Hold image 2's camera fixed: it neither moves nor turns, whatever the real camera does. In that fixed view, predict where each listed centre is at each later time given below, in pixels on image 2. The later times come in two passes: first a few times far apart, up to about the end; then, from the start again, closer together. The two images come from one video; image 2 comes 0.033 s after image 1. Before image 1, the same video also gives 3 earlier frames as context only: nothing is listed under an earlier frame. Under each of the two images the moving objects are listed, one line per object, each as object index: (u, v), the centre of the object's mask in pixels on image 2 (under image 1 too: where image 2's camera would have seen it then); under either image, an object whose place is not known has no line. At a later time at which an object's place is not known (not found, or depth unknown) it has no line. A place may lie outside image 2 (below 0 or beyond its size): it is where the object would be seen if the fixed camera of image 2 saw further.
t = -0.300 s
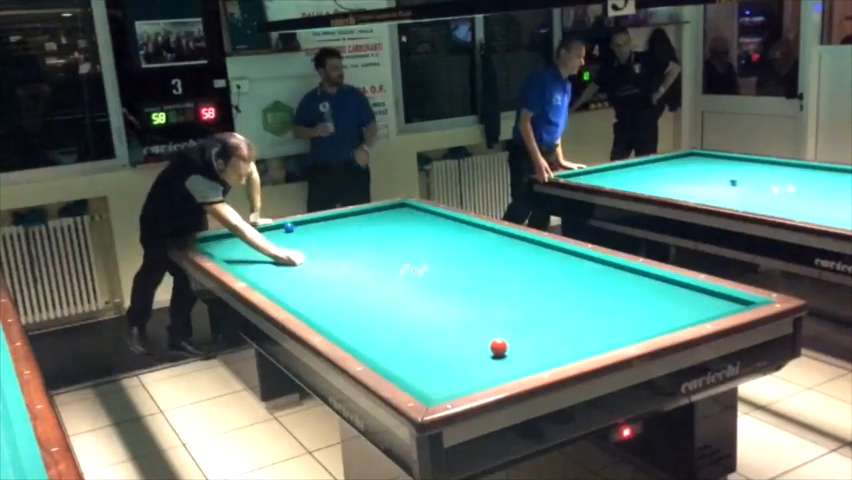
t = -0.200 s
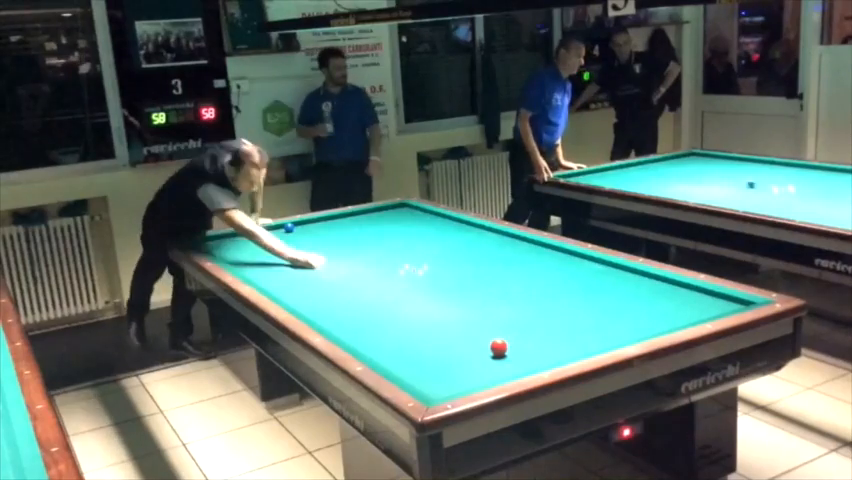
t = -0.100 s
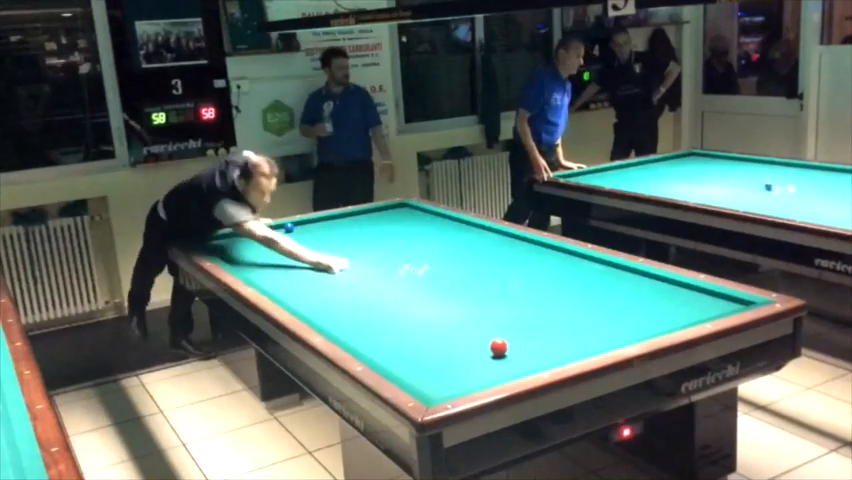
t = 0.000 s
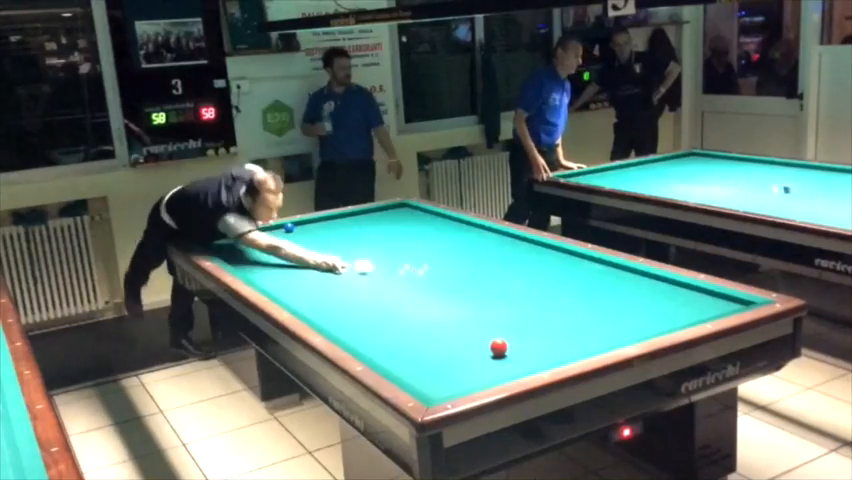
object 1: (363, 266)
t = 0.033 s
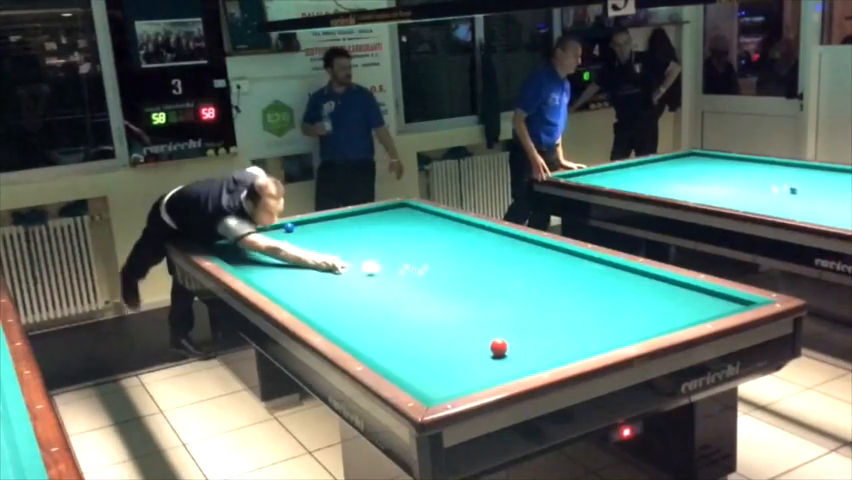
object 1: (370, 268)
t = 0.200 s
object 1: (406, 273)
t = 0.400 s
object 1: (446, 279)
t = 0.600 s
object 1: (490, 285)
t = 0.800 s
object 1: (536, 292)
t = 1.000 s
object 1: (585, 298)
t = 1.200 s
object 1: (639, 306)
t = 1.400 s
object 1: (695, 313)
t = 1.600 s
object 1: (688, 305)
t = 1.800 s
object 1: (677, 295)
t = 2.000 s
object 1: (669, 286)
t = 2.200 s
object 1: (657, 279)
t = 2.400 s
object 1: (637, 276)
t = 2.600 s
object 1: (617, 273)
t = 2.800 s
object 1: (599, 270)
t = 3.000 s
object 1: (580, 267)
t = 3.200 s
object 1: (564, 264)
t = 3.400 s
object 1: (547, 263)
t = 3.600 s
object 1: (532, 260)
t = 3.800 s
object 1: (518, 258)
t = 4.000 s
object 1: (504, 256)
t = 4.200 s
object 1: (491, 254)
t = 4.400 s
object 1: (478, 253)
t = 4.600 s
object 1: (466, 251)
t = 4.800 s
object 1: (454, 249)
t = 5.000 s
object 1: (443, 247)
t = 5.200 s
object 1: (433, 246)
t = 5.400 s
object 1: (423, 244)
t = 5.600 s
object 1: (413, 243)
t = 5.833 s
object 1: (402, 241)
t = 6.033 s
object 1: (394, 240)
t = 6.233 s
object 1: (386, 239)
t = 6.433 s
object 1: (378, 238)
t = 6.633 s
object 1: (370, 237)
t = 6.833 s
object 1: (363, 236)
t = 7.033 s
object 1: (356, 235)
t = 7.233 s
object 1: (350, 234)
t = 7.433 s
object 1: (343, 233)
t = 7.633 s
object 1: (337, 232)
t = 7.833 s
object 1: (332, 232)
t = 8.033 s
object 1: (327, 231)
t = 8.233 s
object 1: (322, 230)
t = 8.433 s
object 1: (317, 229)
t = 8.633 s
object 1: (313, 228)
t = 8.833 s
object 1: (309, 228)
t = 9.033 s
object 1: (305, 227)
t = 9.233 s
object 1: (301, 227)
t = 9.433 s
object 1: (298, 226)
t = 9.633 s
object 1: (297, 226)
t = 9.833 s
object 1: (297, 225)
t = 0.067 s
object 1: (377, 269)
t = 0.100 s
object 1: (385, 270)
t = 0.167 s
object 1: (399, 272)
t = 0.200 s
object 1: (406, 273)
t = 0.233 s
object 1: (411, 273)
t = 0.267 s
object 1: (419, 274)
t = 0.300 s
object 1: (426, 275)
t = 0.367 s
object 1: (440, 278)
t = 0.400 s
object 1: (446, 279)
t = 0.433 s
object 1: (453, 280)
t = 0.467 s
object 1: (461, 281)
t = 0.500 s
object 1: (468, 282)
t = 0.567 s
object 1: (483, 284)
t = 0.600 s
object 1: (490, 285)
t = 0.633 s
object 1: (497, 286)
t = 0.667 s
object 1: (504, 287)
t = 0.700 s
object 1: (512, 288)
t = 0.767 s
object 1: (528, 291)
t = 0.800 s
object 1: (536, 292)
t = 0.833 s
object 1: (543, 293)
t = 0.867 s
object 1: (552, 294)
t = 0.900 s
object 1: (560, 295)
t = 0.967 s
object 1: (577, 298)
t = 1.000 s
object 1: (585, 298)
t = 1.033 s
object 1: (594, 300)
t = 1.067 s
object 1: (603, 301)
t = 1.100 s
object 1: (611, 302)
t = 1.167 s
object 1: (630, 305)
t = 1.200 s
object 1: (639, 306)
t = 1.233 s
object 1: (648, 308)
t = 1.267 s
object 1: (658, 310)
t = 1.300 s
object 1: (667, 311)
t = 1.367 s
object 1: (686, 313)
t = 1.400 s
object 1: (695, 313)
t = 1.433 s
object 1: (703, 314)
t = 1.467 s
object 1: (700, 312)
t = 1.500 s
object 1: (697, 311)
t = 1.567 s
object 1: (691, 307)
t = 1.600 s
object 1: (688, 305)
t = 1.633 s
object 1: (686, 303)
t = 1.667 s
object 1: (684, 301)
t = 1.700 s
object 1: (682, 300)
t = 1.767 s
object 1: (679, 296)
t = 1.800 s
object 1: (677, 295)
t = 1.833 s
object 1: (676, 294)
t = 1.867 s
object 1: (674, 292)
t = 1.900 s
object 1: (673, 291)
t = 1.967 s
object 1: (670, 288)
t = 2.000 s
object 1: (669, 286)
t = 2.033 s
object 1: (667, 285)
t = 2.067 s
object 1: (666, 284)
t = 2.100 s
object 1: (664, 282)
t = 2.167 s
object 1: (661, 280)
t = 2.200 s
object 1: (657, 279)
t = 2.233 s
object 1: (654, 279)
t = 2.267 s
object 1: (650, 278)
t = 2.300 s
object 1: (647, 277)
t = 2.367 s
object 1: (640, 276)
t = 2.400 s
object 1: (637, 276)
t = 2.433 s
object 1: (633, 275)
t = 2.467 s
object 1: (630, 275)
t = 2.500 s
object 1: (626, 274)
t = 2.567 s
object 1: (620, 273)
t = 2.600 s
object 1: (617, 273)
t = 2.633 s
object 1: (614, 273)
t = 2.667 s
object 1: (611, 272)
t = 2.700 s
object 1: (608, 271)
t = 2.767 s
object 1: (601, 271)
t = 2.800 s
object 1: (599, 270)
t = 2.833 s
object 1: (595, 269)
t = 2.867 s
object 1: (592, 269)
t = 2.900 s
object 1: (589, 268)
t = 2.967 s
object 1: (584, 267)
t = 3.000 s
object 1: (580, 267)
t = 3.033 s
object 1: (577, 266)
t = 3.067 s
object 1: (574, 266)
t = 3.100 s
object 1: (572, 266)
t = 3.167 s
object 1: (566, 265)
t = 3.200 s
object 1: (564, 264)
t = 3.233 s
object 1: (561, 264)
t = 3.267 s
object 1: (558, 264)
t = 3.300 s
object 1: (555, 264)
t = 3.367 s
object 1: (550, 263)
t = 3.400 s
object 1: (547, 263)
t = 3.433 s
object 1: (545, 262)
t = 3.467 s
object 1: (542, 262)
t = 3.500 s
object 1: (540, 262)
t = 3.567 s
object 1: (534, 261)
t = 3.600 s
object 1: (532, 260)
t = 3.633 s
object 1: (529, 260)
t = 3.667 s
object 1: (527, 259)
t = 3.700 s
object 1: (524, 259)
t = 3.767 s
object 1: (520, 258)
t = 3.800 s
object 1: (518, 258)
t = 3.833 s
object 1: (515, 258)
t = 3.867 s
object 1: (513, 258)
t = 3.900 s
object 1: (510, 257)
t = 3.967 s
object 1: (506, 256)
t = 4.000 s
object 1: (504, 256)
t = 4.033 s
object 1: (501, 256)
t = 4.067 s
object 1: (499, 255)
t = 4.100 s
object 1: (497, 255)
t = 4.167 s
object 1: (493, 254)
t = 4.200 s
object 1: (491, 254)
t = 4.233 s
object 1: (488, 254)
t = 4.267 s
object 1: (486, 254)
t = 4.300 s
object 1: (484, 253)
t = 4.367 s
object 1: (480, 253)
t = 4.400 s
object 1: (478, 253)
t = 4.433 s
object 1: (476, 252)
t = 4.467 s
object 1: (474, 252)
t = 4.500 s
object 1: (472, 251)
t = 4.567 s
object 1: (468, 251)
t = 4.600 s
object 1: (466, 251)
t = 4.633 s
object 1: (464, 250)
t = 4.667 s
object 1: (462, 250)
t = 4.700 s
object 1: (460, 250)
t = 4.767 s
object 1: (456, 249)
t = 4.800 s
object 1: (454, 249)
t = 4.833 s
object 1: (453, 248)
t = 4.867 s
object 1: (451, 248)
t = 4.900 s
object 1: (449, 248)
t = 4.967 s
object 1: (445, 248)
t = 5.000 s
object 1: (443, 247)
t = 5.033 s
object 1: (441, 247)
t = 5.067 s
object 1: (440, 247)
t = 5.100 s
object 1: (438, 247)
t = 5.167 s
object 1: (434, 246)
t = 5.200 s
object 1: (433, 246)
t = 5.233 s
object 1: (431, 246)
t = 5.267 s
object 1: (429, 245)
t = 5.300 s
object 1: (428, 245)
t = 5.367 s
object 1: (424, 245)
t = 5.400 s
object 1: (423, 244)
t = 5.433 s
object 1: (421, 244)
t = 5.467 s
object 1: (419, 244)
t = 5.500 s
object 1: (418, 244)
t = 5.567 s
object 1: (415, 243)
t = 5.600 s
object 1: (413, 243)
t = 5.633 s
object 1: (411, 243)
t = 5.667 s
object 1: (410, 242)
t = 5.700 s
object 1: (409, 242)
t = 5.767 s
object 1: (405, 242)
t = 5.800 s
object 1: (404, 242)
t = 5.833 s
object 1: (402, 241)
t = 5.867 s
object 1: (401, 241)
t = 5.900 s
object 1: (399, 241)
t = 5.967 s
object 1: (397, 240)
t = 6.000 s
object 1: (395, 241)
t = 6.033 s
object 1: (394, 240)
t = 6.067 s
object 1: (392, 240)
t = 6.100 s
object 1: (391, 240)
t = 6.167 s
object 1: (388, 239)
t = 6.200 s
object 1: (387, 239)
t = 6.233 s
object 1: (386, 239)
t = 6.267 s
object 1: (384, 238)
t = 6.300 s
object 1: (383, 239)
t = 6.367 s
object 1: (380, 238)
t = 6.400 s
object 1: (379, 238)
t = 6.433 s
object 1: (378, 238)
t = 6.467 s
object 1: (376, 238)
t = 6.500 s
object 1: (375, 238)
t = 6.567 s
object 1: (373, 237)
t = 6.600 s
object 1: (371, 237)
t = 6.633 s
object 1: (370, 237)
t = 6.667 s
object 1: (369, 237)
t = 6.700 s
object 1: (368, 237)
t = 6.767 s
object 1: (365, 236)
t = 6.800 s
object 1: (364, 236)
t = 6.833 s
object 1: (363, 236)
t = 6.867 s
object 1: (362, 236)
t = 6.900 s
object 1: (361, 235)
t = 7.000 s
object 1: (357, 235)
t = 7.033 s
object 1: (356, 235)
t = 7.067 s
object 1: (355, 235)
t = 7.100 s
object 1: (354, 234)
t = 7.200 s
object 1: (350, 234)
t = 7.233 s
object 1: (350, 234)
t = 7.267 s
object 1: (348, 234)
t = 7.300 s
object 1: (347, 234)
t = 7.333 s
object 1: (346, 233)
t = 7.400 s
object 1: (344, 233)
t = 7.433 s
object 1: (343, 233)
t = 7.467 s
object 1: (343, 233)
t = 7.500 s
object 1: (341, 233)
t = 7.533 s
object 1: (340, 233)
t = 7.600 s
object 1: (338, 232)
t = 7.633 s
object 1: (337, 232)
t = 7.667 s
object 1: (336, 232)
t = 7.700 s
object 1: (336, 232)
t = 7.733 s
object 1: (334, 232)
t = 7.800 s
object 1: (333, 232)
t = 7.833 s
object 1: (332, 232)
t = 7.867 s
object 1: (331, 231)
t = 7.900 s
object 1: (330, 231)
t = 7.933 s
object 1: (329, 231)
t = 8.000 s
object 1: (328, 231)
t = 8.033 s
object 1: (327, 231)
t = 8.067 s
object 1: (326, 231)
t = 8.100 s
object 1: (325, 230)
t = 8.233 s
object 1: (322, 230)
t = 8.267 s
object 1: (321, 230)
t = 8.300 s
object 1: (320, 230)
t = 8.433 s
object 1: (317, 229)
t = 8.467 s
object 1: (317, 229)
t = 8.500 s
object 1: (316, 229)
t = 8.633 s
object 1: (313, 228)
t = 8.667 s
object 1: (312, 228)
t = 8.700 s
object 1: (312, 228)
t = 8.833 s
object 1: (309, 228)
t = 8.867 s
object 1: (308, 228)
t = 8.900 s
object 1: (307, 228)
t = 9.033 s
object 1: (305, 227)
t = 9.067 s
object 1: (304, 227)
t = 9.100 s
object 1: (304, 227)
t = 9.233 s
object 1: (301, 227)
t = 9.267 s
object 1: (300, 227)
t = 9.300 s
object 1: (300, 227)
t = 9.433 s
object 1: (298, 226)
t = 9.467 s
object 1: (298, 226)
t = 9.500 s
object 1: (298, 226)
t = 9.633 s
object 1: (297, 226)
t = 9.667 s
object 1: (297, 226)
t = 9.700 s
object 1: (297, 226)
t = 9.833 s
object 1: (297, 225)
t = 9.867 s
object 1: (297, 225)
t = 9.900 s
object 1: (297, 225)
